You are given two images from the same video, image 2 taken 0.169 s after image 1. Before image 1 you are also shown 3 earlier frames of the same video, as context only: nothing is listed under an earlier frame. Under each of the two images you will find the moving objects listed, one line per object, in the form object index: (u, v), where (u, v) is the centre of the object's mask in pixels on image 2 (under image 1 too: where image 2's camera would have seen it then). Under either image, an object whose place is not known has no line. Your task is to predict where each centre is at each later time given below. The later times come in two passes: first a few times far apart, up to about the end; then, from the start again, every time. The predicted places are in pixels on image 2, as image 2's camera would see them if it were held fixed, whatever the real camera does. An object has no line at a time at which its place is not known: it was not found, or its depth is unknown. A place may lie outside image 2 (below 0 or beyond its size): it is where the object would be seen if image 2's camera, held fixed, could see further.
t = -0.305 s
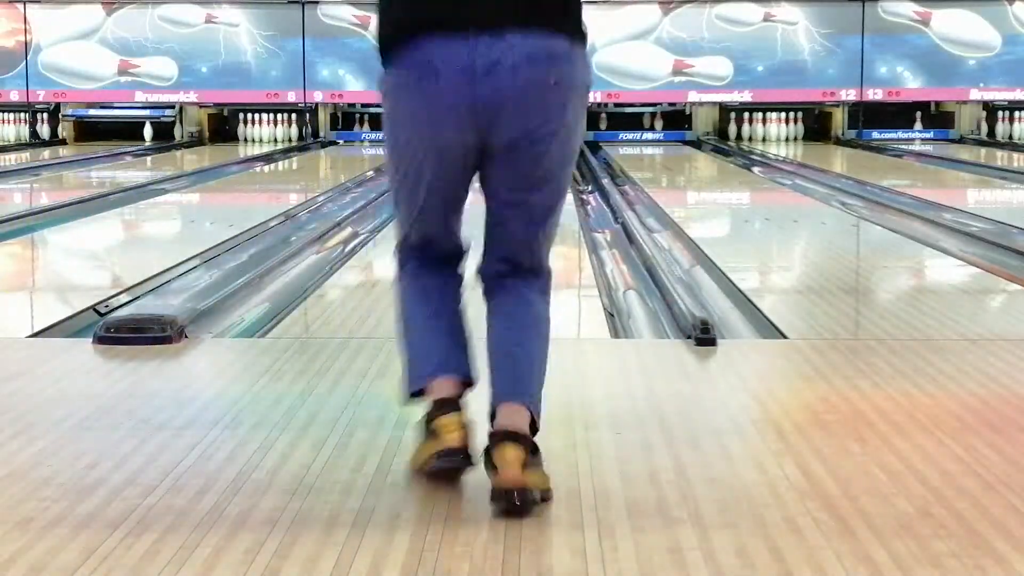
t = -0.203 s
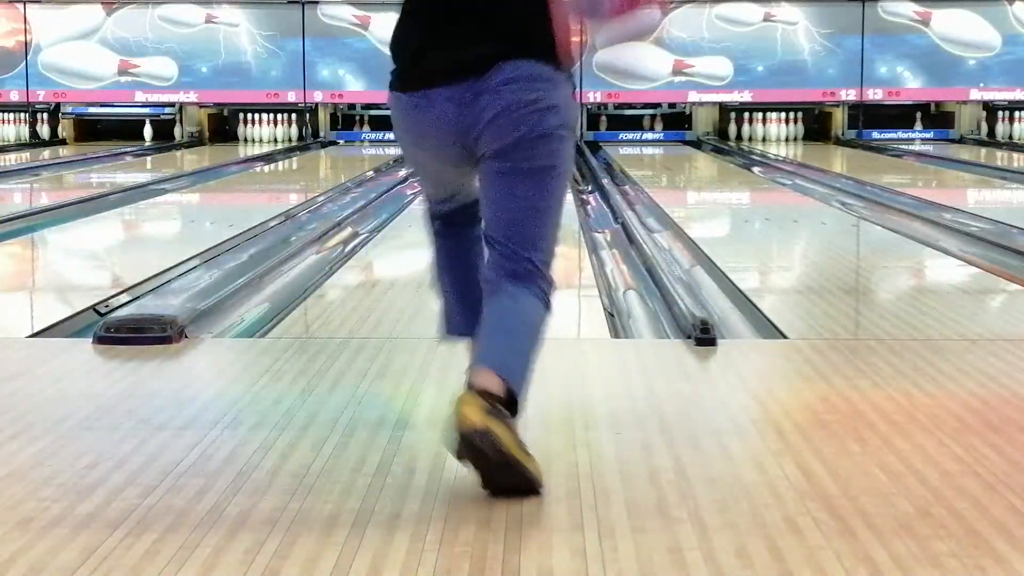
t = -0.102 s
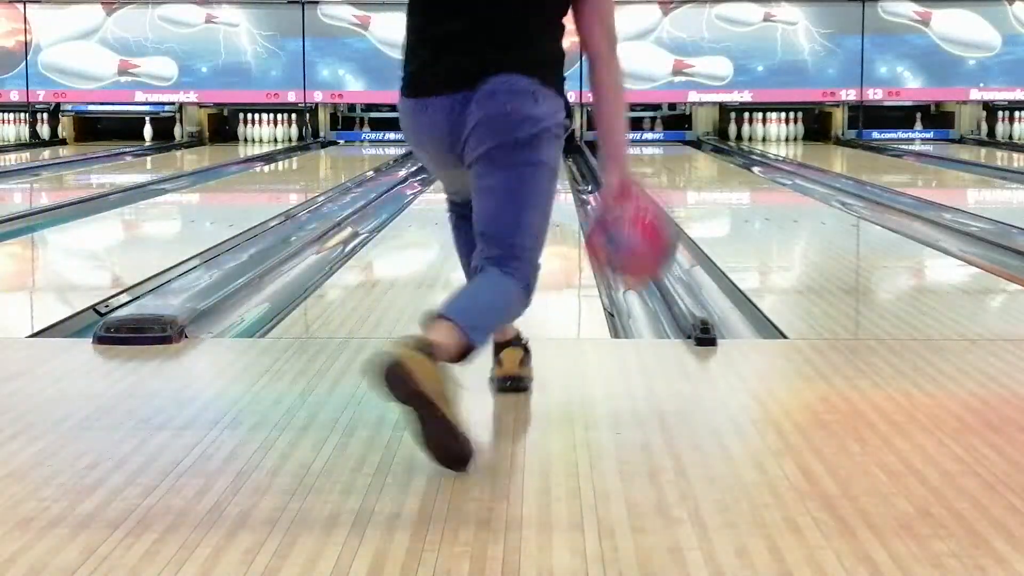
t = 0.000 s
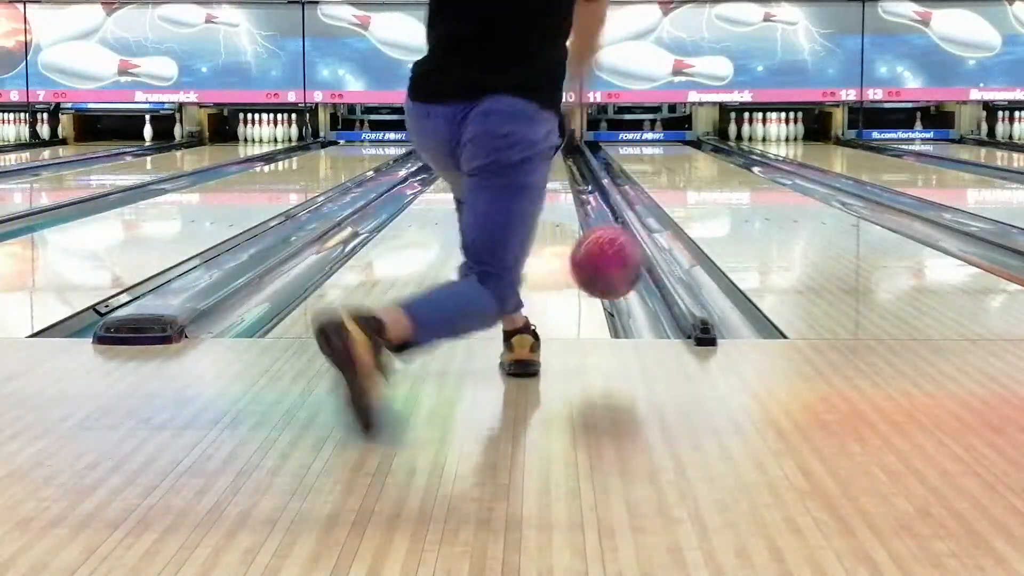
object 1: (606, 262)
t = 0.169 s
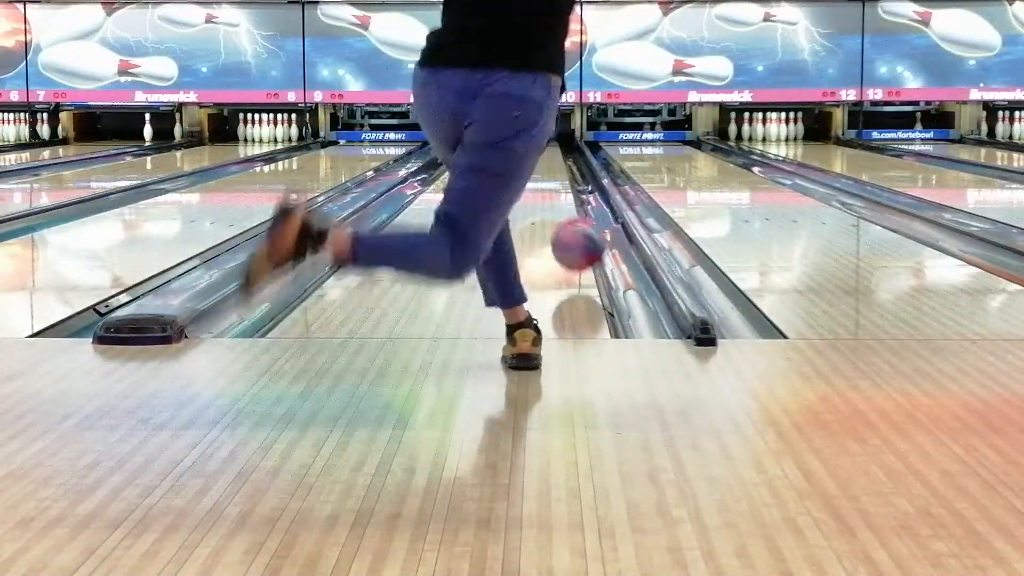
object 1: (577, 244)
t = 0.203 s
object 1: (575, 238)
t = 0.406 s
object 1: (559, 210)
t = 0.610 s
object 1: (548, 187)
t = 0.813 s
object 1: (542, 172)
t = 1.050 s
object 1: (536, 160)
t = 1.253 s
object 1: (533, 151)
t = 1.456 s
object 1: (530, 144)
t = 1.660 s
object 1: (527, 139)
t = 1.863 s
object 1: (526, 135)
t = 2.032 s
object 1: (524, 133)
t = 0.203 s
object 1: (575, 238)
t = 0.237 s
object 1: (572, 234)
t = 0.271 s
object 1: (570, 232)
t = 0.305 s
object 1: (565, 225)
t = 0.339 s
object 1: (563, 221)
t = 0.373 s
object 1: (560, 216)
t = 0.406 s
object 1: (559, 210)
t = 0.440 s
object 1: (557, 206)
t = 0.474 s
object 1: (555, 201)
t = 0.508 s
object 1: (554, 198)
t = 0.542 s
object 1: (553, 195)
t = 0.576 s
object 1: (549, 190)
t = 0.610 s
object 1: (548, 187)
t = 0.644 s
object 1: (548, 185)
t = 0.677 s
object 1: (546, 182)
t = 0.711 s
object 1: (545, 179)
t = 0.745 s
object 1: (544, 177)
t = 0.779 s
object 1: (543, 175)
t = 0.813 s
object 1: (542, 172)
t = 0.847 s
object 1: (541, 170)
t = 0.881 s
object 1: (540, 168)
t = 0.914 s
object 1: (539, 167)
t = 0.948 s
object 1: (538, 165)
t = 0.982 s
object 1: (538, 164)
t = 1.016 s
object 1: (537, 161)
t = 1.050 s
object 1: (536, 160)
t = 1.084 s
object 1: (536, 158)
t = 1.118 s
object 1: (535, 156)
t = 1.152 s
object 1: (535, 155)
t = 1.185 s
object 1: (534, 153)
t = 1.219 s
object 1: (533, 152)
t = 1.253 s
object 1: (533, 151)
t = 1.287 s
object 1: (532, 149)
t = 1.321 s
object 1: (532, 148)
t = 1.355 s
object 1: (531, 148)
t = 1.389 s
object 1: (531, 146)
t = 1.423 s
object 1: (530, 145)
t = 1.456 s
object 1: (530, 144)
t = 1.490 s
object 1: (529, 143)
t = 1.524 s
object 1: (529, 142)
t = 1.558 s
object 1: (529, 141)
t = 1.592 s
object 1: (529, 140)
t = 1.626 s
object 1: (528, 140)
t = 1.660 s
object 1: (527, 139)
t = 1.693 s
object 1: (527, 138)
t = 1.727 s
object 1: (527, 138)
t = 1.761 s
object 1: (526, 137)
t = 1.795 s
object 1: (526, 136)
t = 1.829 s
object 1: (526, 135)
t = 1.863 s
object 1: (526, 135)
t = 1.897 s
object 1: (525, 134)
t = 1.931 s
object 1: (525, 134)
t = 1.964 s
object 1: (525, 134)
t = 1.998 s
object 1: (525, 133)
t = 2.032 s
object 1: (524, 133)
